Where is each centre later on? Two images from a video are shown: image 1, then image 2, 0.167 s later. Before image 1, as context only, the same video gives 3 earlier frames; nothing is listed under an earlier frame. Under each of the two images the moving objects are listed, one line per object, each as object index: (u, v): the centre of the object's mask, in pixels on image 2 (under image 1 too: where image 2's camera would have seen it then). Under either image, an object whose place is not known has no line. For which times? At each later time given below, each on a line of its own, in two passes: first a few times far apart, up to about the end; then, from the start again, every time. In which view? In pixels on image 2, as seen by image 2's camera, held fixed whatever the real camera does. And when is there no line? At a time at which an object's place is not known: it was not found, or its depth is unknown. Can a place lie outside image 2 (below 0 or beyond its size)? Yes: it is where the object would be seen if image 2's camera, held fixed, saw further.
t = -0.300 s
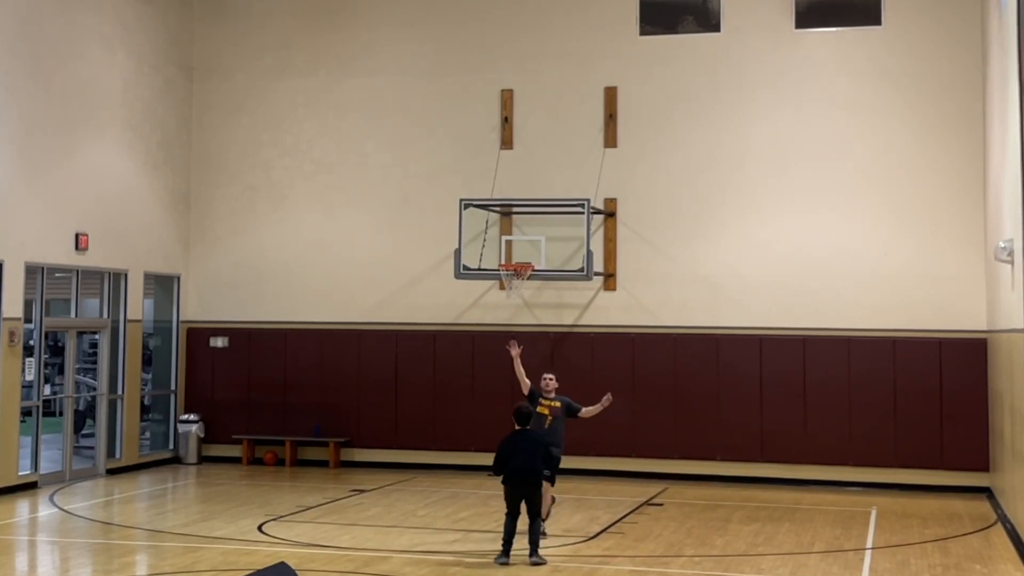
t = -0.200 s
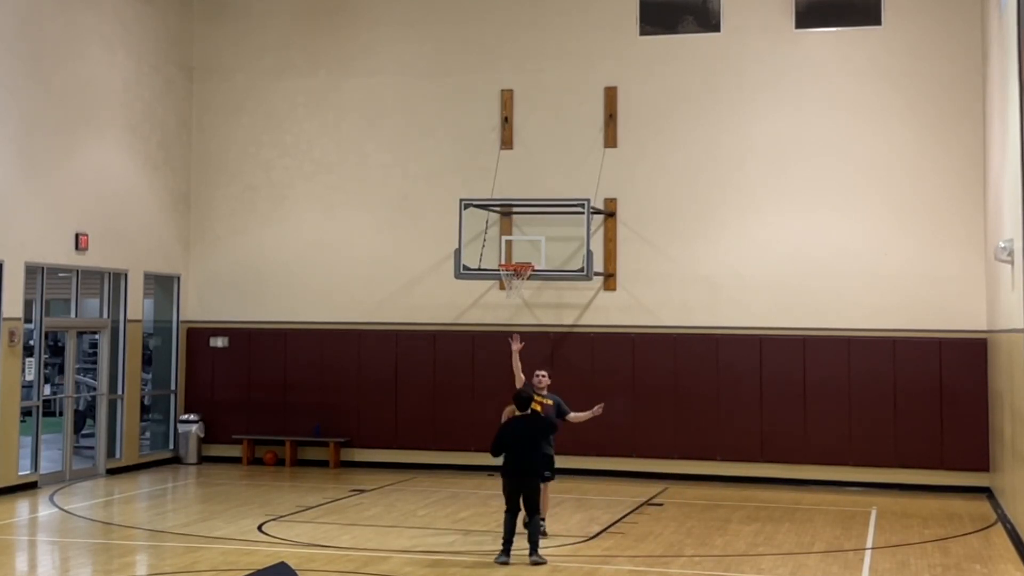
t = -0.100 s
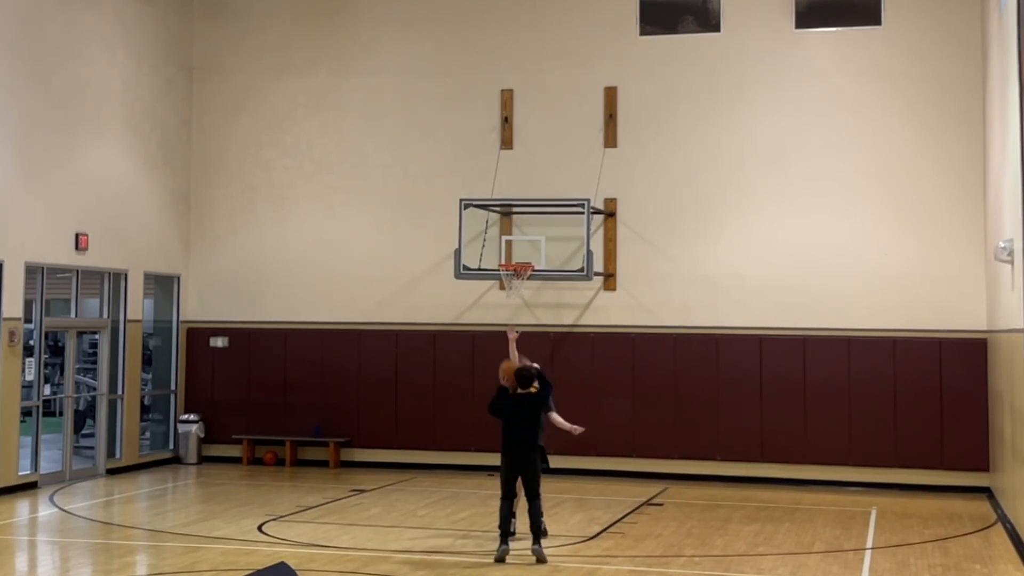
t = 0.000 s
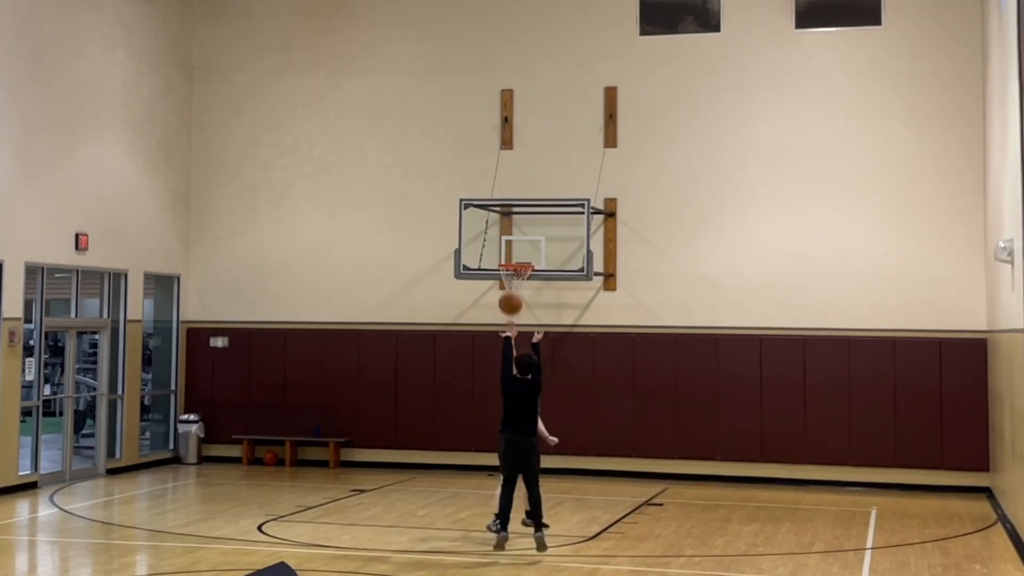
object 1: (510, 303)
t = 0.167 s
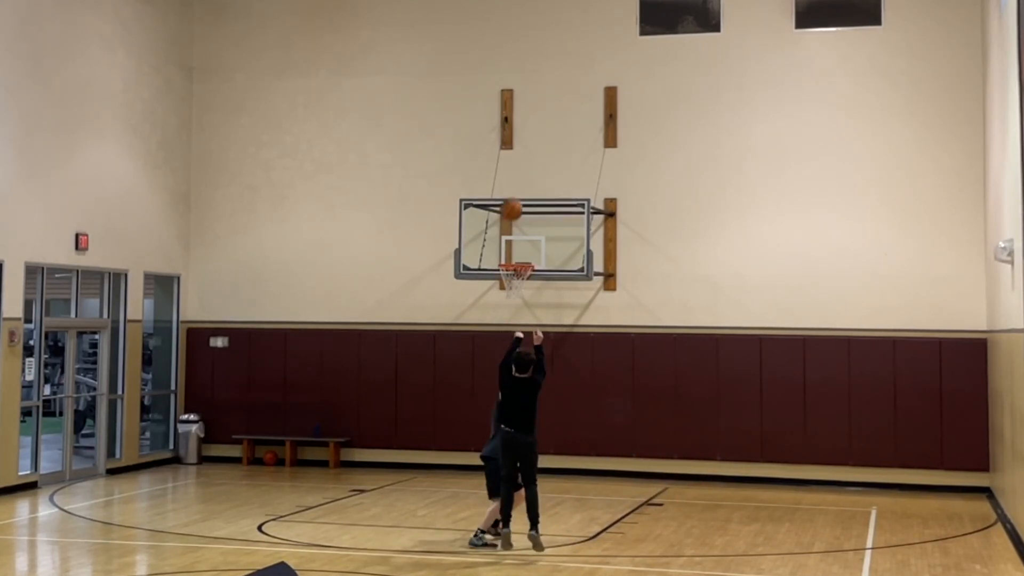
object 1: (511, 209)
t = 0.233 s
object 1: (512, 181)
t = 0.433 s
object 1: (513, 128)
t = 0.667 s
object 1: (512, 115)
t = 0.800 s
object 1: (512, 126)
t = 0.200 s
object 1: (512, 194)
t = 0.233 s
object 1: (512, 181)
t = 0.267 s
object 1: (512, 170)
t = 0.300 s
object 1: (512, 159)
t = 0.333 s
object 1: (512, 149)
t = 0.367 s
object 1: (512, 141)
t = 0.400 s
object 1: (513, 134)
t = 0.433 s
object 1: (513, 128)
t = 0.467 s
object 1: (512, 123)
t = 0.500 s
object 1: (512, 119)
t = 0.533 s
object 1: (512, 117)
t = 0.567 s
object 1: (512, 114)
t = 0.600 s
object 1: (512, 114)
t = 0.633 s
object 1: (512, 114)
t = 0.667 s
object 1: (512, 115)
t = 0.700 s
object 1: (512, 116)
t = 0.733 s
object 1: (512, 119)
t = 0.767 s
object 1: (512, 122)
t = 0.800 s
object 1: (512, 126)
